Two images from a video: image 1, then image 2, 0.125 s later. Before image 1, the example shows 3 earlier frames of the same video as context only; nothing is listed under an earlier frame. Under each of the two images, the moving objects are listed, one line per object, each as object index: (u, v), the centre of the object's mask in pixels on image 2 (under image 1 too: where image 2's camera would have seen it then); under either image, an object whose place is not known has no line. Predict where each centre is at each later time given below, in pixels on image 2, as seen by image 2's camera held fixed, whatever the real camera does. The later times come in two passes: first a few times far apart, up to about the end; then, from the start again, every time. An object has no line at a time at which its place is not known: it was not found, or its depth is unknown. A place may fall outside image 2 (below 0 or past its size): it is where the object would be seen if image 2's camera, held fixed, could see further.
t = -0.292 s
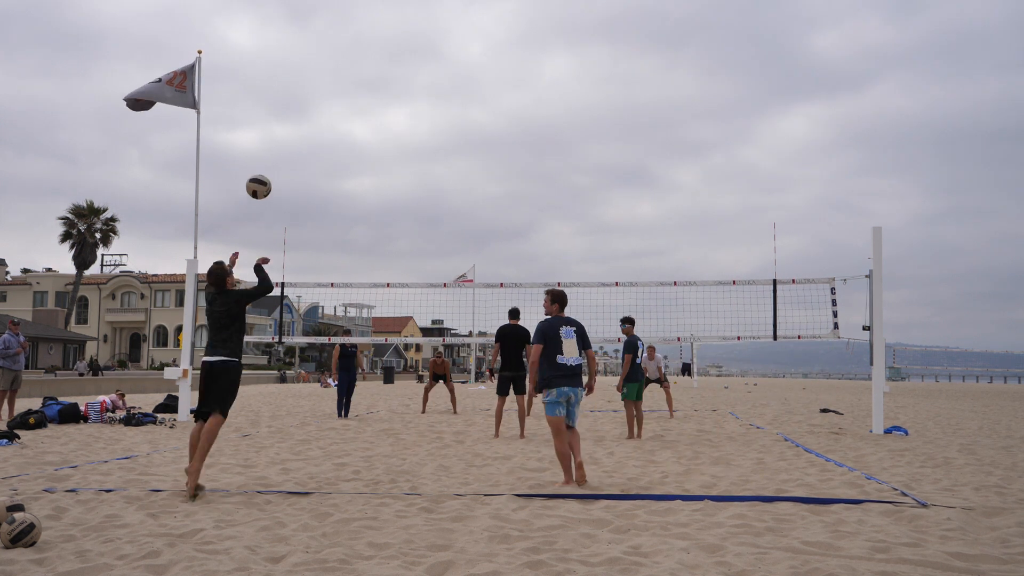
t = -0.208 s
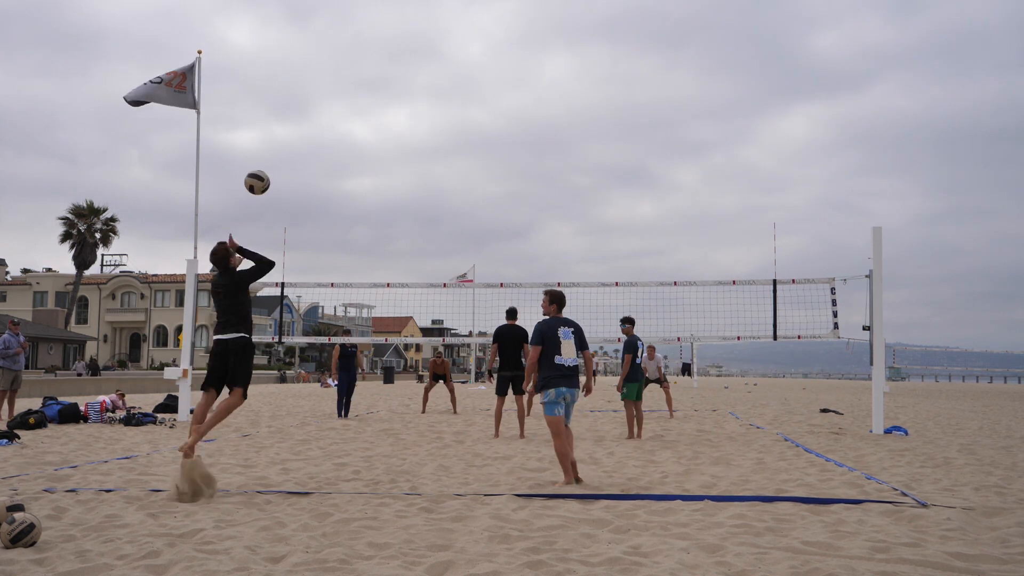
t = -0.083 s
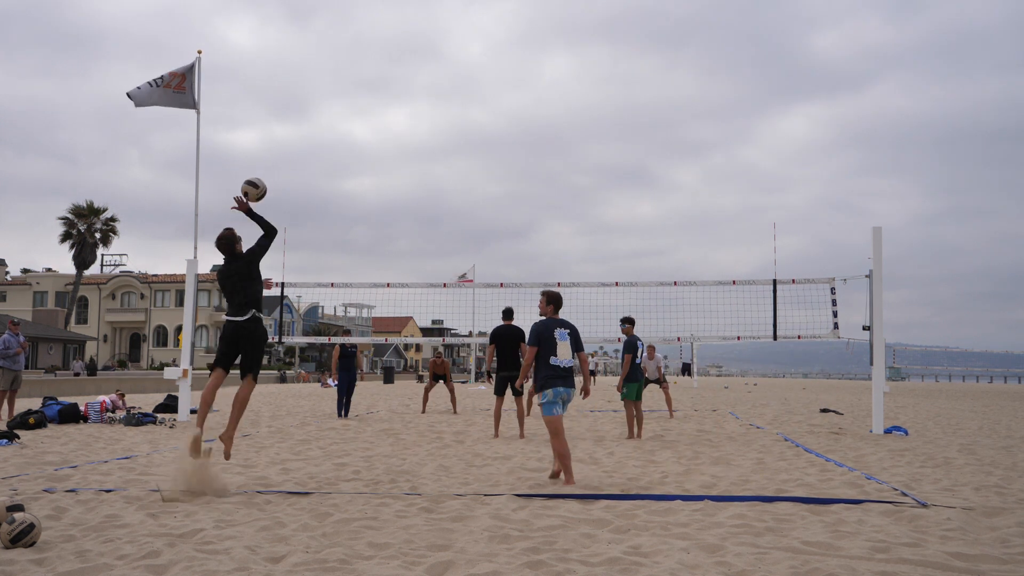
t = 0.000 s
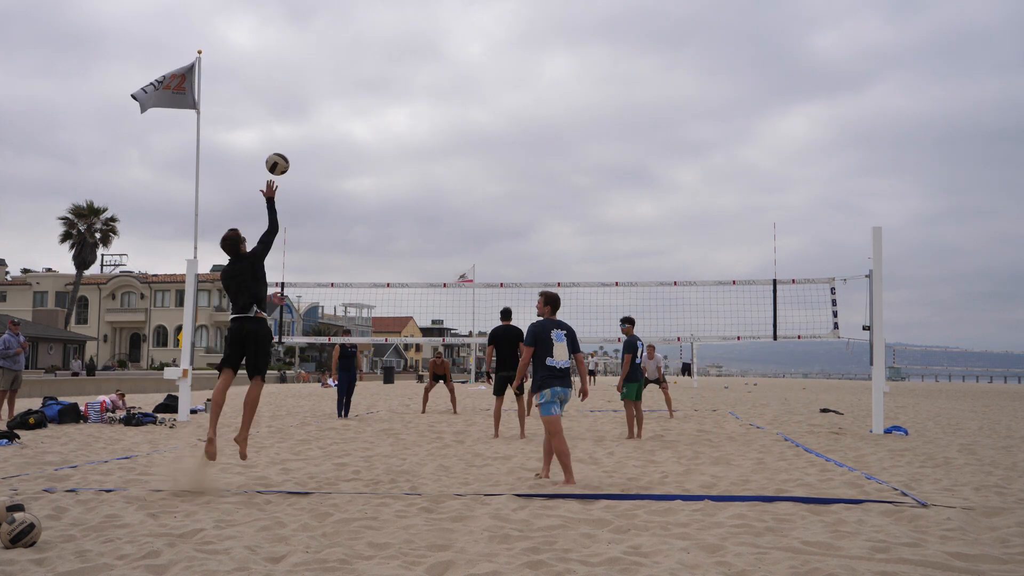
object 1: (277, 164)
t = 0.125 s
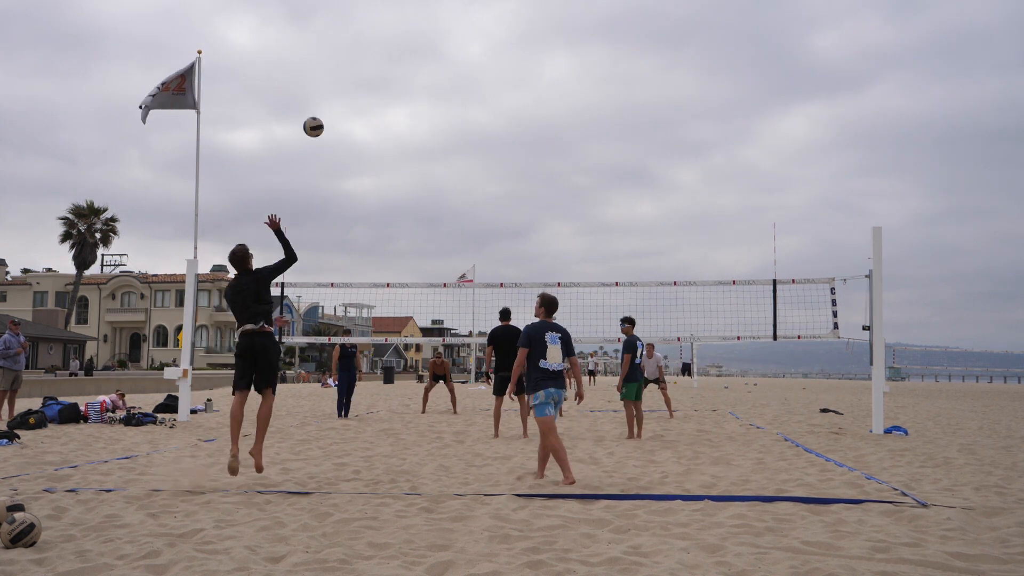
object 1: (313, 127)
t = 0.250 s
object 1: (339, 111)
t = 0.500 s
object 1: (374, 123)
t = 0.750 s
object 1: (393, 170)
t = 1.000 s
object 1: (404, 240)
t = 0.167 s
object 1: (323, 120)
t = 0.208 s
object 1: (331, 115)
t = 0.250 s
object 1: (339, 111)
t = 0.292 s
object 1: (346, 110)
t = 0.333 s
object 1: (353, 110)
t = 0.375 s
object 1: (359, 111)
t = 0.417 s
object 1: (365, 114)
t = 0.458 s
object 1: (370, 118)
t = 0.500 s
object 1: (374, 123)
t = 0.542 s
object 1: (378, 129)
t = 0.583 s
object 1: (382, 136)
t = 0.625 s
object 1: (385, 143)
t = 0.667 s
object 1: (388, 151)
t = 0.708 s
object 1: (391, 160)
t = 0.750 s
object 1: (393, 170)
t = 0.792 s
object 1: (396, 180)
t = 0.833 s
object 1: (398, 191)
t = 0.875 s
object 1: (400, 203)
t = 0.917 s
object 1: (401, 215)
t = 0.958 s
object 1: (403, 227)
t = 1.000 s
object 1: (404, 240)
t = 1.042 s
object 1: (405, 254)
